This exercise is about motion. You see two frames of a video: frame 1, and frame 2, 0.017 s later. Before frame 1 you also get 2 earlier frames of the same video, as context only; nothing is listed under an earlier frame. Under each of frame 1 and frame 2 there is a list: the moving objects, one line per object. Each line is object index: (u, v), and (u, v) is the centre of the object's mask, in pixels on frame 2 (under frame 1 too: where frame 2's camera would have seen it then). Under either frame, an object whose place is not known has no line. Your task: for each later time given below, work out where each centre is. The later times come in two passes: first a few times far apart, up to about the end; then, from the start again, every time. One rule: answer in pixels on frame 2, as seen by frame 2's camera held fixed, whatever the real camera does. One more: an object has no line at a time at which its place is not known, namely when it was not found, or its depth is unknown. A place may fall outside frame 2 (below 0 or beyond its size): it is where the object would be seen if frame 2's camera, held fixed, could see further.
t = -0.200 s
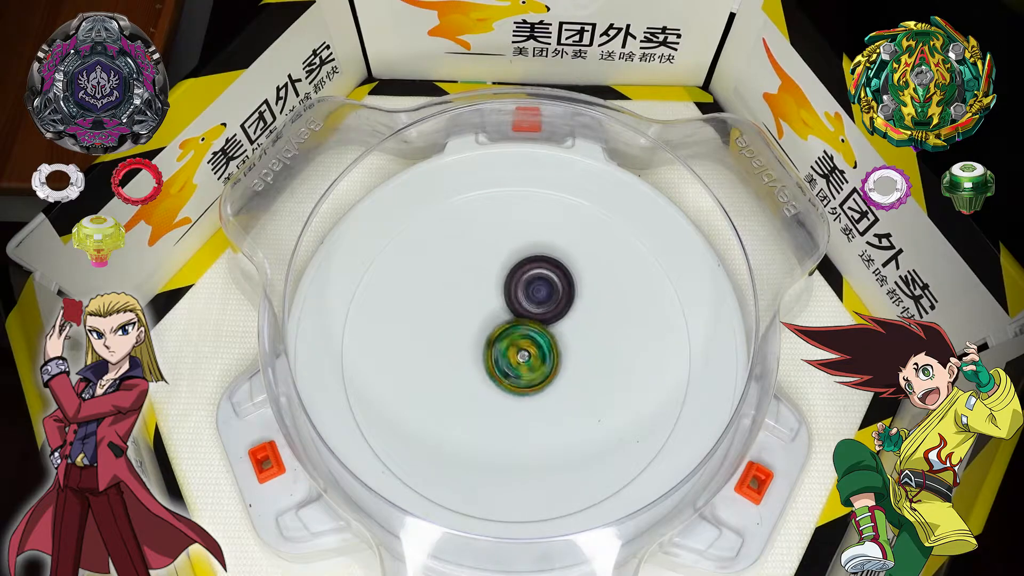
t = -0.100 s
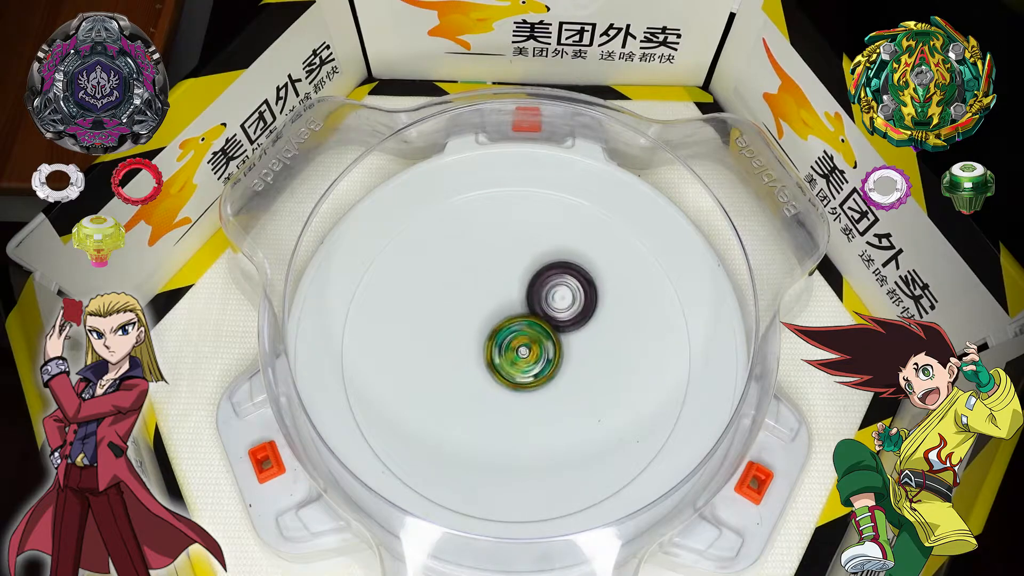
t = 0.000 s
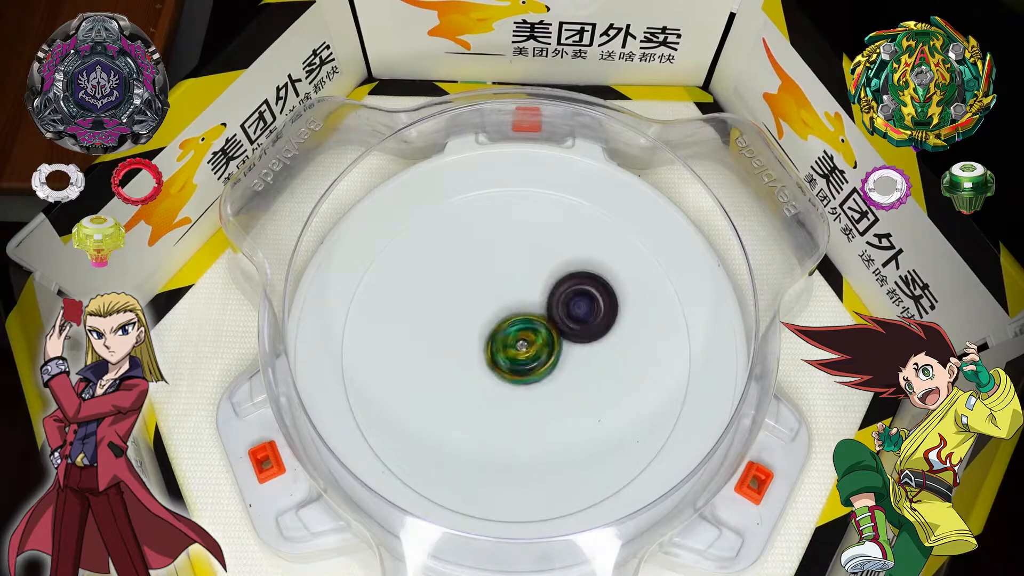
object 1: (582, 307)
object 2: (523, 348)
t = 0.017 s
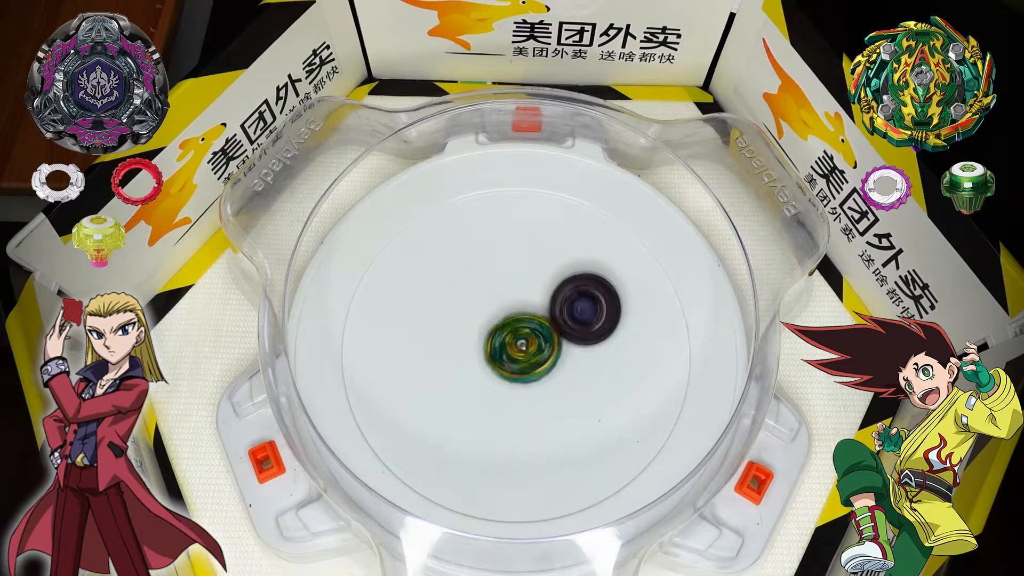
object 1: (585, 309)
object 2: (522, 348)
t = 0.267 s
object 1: (602, 346)
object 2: (516, 342)
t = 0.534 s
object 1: (579, 391)
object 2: (524, 327)
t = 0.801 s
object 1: (517, 412)
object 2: (529, 329)
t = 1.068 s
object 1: (456, 395)
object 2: (521, 332)
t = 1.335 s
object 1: (441, 353)
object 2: (518, 332)
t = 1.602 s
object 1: (451, 304)
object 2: (537, 351)
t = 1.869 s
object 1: (512, 269)
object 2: (522, 345)
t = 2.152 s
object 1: (571, 272)
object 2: (530, 339)
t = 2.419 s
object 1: (590, 312)
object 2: (521, 339)
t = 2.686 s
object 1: (600, 390)
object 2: (496, 302)
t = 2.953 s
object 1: (557, 432)
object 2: (494, 315)
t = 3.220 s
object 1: (489, 413)
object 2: (480, 328)
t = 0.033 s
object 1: (587, 311)
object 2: (522, 347)
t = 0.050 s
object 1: (590, 314)
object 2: (523, 347)
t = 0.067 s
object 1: (592, 316)
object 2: (522, 347)
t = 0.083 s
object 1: (595, 318)
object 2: (521, 347)
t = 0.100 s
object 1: (597, 320)
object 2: (519, 347)
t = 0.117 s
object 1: (598, 323)
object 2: (517, 346)
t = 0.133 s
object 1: (600, 325)
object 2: (516, 345)
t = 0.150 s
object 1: (600, 328)
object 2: (516, 344)
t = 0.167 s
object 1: (602, 331)
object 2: (515, 344)
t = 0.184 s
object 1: (602, 333)
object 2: (515, 343)
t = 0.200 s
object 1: (602, 336)
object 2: (515, 342)
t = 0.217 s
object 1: (602, 338)
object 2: (515, 342)
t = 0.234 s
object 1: (602, 341)
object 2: (515, 342)
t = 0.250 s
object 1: (603, 343)
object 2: (516, 342)
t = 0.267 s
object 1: (602, 346)
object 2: (516, 342)
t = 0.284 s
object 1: (602, 348)
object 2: (515, 342)
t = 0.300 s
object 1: (601, 350)
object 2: (515, 342)
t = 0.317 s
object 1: (600, 353)
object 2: (514, 341)
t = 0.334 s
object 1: (599, 355)
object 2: (514, 340)
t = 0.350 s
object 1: (598, 358)
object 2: (514, 339)
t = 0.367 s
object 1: (597, 360)
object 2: (514, 338)
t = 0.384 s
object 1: (595, 363)
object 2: (515, 336)
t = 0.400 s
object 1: (594, 366)
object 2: (516, 336)
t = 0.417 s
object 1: (592, 368)
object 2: (518, 335)
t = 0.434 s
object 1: (590, 370)
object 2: (519, 335)
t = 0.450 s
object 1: (588, 373)
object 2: (520, 335)
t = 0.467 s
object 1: (586, 376)
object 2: (522, 336)
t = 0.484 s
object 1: (585, 379)
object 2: (522, 333)
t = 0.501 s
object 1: (583, 384)
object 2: (522, 330)
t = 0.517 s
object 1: (581, 388)
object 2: (523, 328)
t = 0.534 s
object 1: (579, 391)
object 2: (524, 327)
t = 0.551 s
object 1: (576, 393)
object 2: (526, 327)
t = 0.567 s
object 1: (573, 395)
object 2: (527, 328)
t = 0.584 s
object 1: (570, 398)
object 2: (528, 329)
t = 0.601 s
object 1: (566, 399)
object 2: (528, 330)
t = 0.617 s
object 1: (562, 402)
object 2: (528, 331)
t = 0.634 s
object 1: (559, 403)
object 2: (527, 332)
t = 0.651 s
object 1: (554, 405)
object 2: (525, 332)
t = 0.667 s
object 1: (551, 406)
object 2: (525, 331)
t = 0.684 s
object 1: (547, 407)
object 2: (524, 331)
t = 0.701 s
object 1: (543, 409)
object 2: (524, 330)
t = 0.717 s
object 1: (539, 410)
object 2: (524, 328)
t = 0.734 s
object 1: (534, 411)
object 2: (525, 328)
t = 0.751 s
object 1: (530, 411)
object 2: (526, 327)
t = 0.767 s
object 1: (526, 412)
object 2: (527, 328)
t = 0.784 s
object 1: (522, 412)
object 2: (528, 328)
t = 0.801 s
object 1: (517, 412)
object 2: (529, 329)
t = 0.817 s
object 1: (513, 412)
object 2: (528, 331)
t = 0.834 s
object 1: (508, 412)
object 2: (527, 332)
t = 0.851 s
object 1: (504, 412)
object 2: (526, 333)
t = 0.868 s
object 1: (500, 411)
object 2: (524, 334)
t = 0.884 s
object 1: (495, 410)
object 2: (522, 334)
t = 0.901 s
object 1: (491, 409)
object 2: (521, 333)
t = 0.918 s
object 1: (487, 409)
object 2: (520, 332)
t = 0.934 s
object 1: (483, 407)
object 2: (520, 331)
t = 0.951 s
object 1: (478, 406)
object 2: (520, 331)
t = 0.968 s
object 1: (475, 405)
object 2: (520, 330)
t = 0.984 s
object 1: (471, 403)
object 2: (520, 330)
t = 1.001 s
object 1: (468, 402)
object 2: (521, 330)
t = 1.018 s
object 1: (464, 400)
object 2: (521, 331)
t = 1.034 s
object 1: (461, 399)
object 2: (522, 331)
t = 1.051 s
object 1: (459, 396)
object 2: (521, 332)
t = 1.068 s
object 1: (456, 395)
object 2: (521, 332)
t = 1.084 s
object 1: (454, 392)
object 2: (519, 333)
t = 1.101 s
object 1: (452, 390)
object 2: (518, 333)
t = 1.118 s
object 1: (450, 388)
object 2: (517, 332)
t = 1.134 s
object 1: (448, 386)
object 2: (516, 331)
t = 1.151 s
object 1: (447, 383)
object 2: (515, 330)
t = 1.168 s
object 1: (445, 381)
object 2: (515, 328)
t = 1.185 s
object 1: (445, 378)
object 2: (516, 327)
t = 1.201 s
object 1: (443, 376)
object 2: (517, 326)
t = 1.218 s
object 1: (443, 373)
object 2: (518, 326)
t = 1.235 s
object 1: (441, 370)
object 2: (519, 327)
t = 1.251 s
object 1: (442, 368)
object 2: (520, 327)
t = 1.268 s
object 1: (441, 365)
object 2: (521, 328)
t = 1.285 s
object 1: (441, 362)
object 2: (520, 330)
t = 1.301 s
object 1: (441, 359)
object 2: (520, 331)
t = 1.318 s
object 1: (441, 356)
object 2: (519, 331)
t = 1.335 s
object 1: (441, 353)
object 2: (518, 332)
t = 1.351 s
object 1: (441, 350)
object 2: (517, 331)
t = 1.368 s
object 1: (442, 347)
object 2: (516, 331)
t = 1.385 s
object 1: (438, 342)
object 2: (522, 330)
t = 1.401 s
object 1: (435, 338)
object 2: (528, 332)
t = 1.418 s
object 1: (434, 335)
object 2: (532, 334)
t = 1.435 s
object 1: (433, 331)
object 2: (534, 337)
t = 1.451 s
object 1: (434, 328)
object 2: (535, 340)
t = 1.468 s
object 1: (435, 325)
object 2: (535, 343)
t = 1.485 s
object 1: (436, 323)
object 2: (535, 346)
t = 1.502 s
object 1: (437, 320)
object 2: (535, 346)
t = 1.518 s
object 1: (439, 317)
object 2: (536, 347)
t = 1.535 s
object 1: (441, 315)
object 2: (538, 348)
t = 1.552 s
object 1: (443, 312)
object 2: (538, 348)
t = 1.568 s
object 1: (446, 310)
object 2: (538, 349)
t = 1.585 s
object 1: (448, 306)
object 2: (538, 350)
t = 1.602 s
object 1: (451, 304)
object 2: (537, 351)
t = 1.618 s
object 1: (453, 301)
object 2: (536, 351)
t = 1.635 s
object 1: (457, 298)
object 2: (535, 352)
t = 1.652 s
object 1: (460, 295)
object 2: (534, 353)
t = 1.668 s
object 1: (463, 293)
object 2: (533, 354)
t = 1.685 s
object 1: (467, 290)
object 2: (533, 354)
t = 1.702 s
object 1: (471, 288)
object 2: (532, 354)
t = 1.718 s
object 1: (474, 285)
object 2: (531, 354)
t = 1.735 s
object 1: (478, 284)
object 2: (529, 354)
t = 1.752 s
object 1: (482, 280)
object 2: (529, 353)
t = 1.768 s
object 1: (486, 279)
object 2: (527, 352)
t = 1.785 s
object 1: (490, 276)
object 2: (526, 351)
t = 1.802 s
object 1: (495, 275)
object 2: (525, 350)
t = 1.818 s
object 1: (499, 273)
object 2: (524, 348)
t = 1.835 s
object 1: (503, 272)
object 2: (522, 347)
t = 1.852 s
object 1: (508, 270)
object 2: (522, 346)
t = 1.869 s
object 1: (512, 269)
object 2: (522, 345)
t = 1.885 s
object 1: (516, 267)
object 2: (524, 344)
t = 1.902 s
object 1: (520, 267)
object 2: (525, 343)
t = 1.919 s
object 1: (524, 265)
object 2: (525, 342)
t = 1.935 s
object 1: (529, 266)
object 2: (526, 341)
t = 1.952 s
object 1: (533, 265)
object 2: (526, 339)
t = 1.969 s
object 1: (537, 265)
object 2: (526, 338)
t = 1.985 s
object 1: (541, 264)
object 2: (527, 338)
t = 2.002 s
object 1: (544, 265)
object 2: (527, 338)
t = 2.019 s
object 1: (548, 265)
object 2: (528, 338)
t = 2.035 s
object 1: (552, 266)
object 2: (528, 338)
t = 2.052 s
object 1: (555, 266)
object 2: (529, 338)
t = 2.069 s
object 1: (558, 267)
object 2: (529, 338)
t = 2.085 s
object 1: (561, 267)
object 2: (530, 338)
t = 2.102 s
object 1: (564, 269)
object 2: (529, 338)
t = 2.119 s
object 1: (567, 270)
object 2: (529, 338)
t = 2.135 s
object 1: (569, 271)
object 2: (529, 339)
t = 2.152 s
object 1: (571, 272)
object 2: (530, 339)
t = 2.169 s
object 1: (573, 274)
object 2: (530, 340)
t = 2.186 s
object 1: (575, 275)
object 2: (530, 340)
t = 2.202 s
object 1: (577, 277)
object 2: (530, 341)
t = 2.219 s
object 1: (579, 279)
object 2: (531, 341)
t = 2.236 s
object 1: (580, 281)
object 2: (531, 342)
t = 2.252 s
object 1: (582, 283)
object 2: (530, 342)
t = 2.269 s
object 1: (583, 286)
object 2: (529, 343)
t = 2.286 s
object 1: (584, 288)
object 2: (528, 342)
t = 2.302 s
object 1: (585, 290)
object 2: (527, 342)
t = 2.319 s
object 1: (587, 292)
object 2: (527, 341)
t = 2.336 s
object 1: (587, 296)
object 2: (526, 341)
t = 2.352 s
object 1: (588, 298)
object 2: (524, 341)
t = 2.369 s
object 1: (589, 302)
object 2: (523, 341)
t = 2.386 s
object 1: (589, 305)
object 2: (522, 340)
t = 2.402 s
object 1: (590, 309)
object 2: (521, 339)
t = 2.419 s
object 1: (590, 312)
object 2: (521, 339)
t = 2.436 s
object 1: (590, 317)
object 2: (520, 338)
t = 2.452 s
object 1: (594, 321)
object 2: (516, 337)
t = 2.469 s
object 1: (598, 326)
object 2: (511, 334)
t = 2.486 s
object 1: (600, 331)
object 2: (507, 331)
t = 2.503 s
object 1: (602, 336)
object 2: (503, 328)
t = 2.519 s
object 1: (603, 341)
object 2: (501, 325)
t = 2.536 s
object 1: (604, 346)
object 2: (499, 323)
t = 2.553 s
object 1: (605, 351)
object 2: (498, 320)
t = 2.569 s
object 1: (605, 356)
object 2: (497, 317)
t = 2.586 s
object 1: (606, 361)
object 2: (497, 315)
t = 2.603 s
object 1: (605, 367)
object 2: (496, 312)
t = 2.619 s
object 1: (605, 371)
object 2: (496, 310)
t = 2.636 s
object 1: (603, 376)
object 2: (496, 307)
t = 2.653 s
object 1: (603, 380)
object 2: (496, 306)
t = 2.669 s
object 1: (602, 385)
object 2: (496, 304)
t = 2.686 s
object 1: (600, 390)
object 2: (496, 302)
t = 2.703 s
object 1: (599, 394)
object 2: (495, 300)
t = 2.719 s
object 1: (597, 398)
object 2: (495, 299)
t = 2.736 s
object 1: (595, 402)
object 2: (495, 298)
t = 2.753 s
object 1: (593, 405)
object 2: (495, 297)
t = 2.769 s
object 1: (591, 409)
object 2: (495, 297)
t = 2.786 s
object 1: (589, 412)
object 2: (495, 298)
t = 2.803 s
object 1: (586, 415)
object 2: (495, 299)
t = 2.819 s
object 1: (583, 418)
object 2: (495, 301)
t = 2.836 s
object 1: (581, 420)
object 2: (495, 302)
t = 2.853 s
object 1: (578, 423)
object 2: (496, 304)
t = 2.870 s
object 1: (575, 425)
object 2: (496, 306)
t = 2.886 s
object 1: (572, 427)
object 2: (496, 308)
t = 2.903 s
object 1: (568, 429)
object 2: (496, 310)
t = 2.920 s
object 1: (565, 430)
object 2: (496, 311)
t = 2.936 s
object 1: (562, 432)
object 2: (495, 313)
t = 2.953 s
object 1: (557, 432)
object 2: (494, 315)
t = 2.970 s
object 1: (554, 433)
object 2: (493, 317)
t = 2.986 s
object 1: (550, 433)
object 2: (491, 319)
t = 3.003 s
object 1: (546, 433)
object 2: (490, 321)
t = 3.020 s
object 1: (542, 433)
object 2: (489, 323)
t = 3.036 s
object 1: (537, 433)
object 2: (487, 324)
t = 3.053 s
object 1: (534, 432)
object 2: (486, 325)
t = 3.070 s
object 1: (529, 432)
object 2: (485, 326)
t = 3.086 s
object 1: (525, 430)
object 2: (484, 326)
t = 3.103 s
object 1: (521, 429)
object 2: (483, 326)
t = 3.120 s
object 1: (516, 428)
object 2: (482, 327)
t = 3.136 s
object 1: (511, 426)
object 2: (482, 327)
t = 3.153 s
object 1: (508, 424)
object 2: (481, 328)
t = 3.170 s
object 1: (503, 422)
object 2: (480, 328)
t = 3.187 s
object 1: (498, 419)
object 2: (480, 328)
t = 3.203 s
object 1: (494, 416)
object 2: (480, 328)
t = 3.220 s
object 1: (489, 413)
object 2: (480, 328)
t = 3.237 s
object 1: (484, 409)
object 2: (480, 328)
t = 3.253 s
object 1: (480, 405)
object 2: (481, 328)
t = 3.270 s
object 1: (475, 401)
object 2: (481, 328)
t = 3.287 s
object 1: (470, 397)
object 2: (482, 327)
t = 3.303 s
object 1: (466, 393)
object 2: (482, 327)
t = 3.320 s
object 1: (460, 390)
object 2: (482, 325)
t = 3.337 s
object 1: (456, 387)
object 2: (482, 324)
